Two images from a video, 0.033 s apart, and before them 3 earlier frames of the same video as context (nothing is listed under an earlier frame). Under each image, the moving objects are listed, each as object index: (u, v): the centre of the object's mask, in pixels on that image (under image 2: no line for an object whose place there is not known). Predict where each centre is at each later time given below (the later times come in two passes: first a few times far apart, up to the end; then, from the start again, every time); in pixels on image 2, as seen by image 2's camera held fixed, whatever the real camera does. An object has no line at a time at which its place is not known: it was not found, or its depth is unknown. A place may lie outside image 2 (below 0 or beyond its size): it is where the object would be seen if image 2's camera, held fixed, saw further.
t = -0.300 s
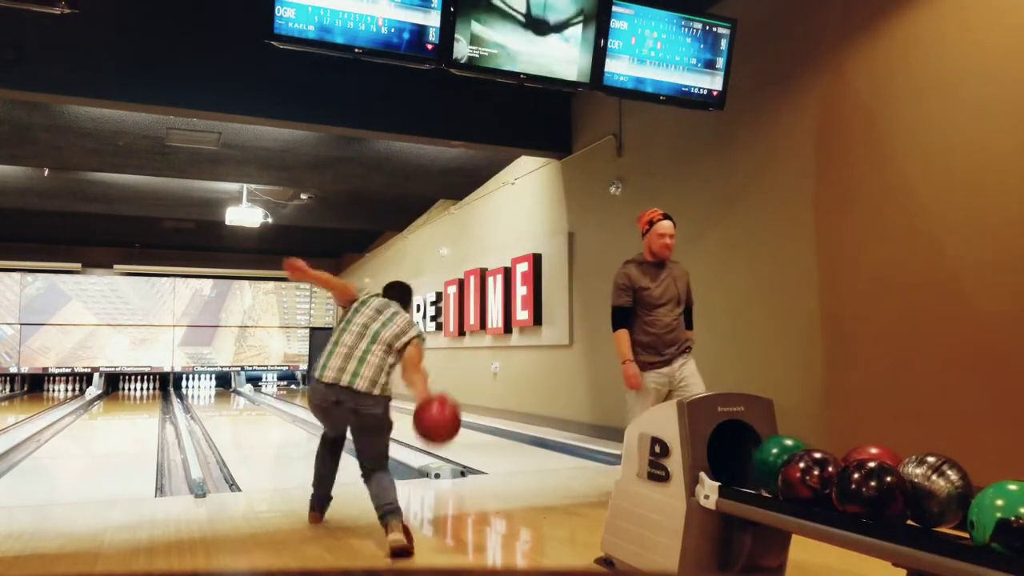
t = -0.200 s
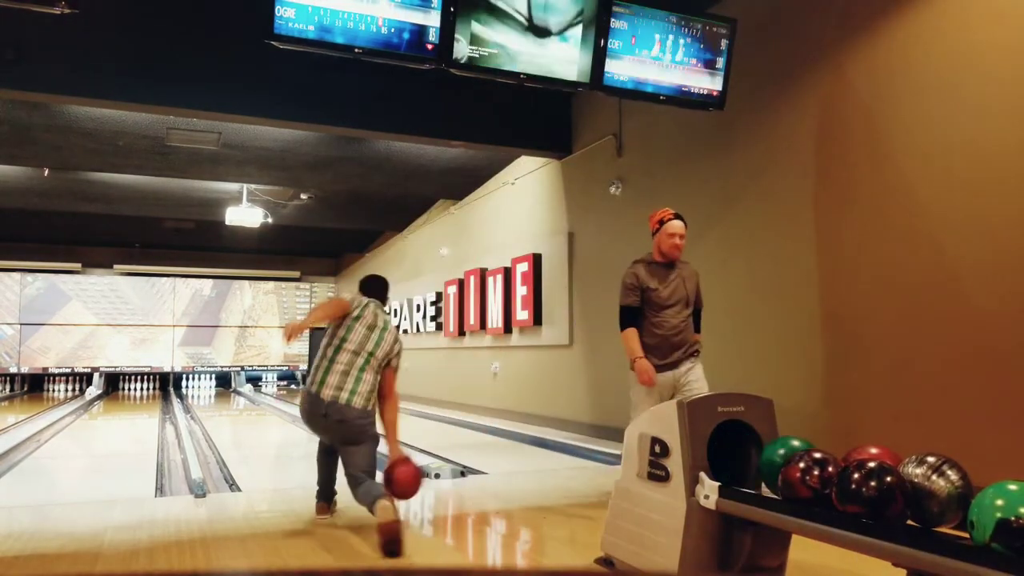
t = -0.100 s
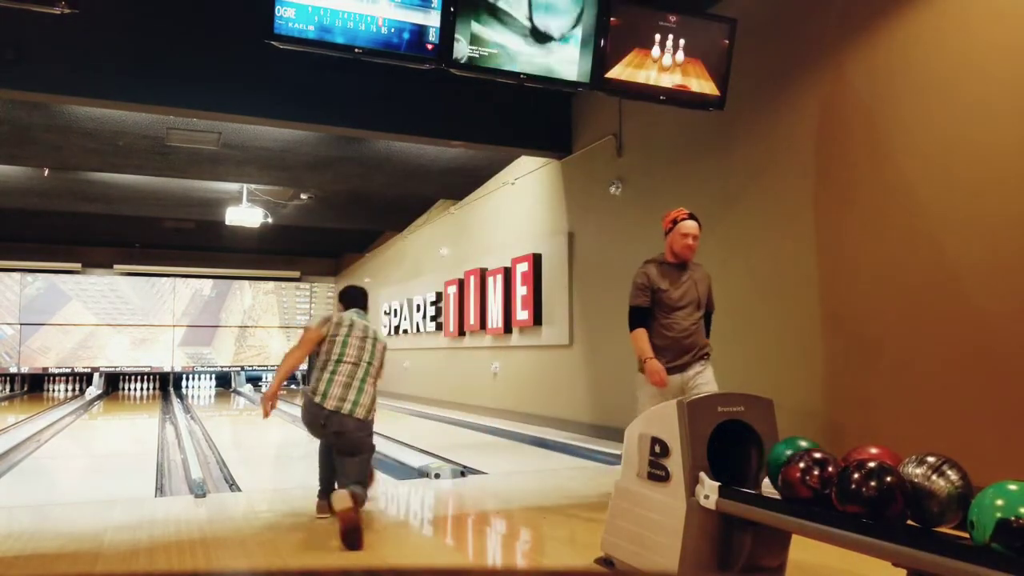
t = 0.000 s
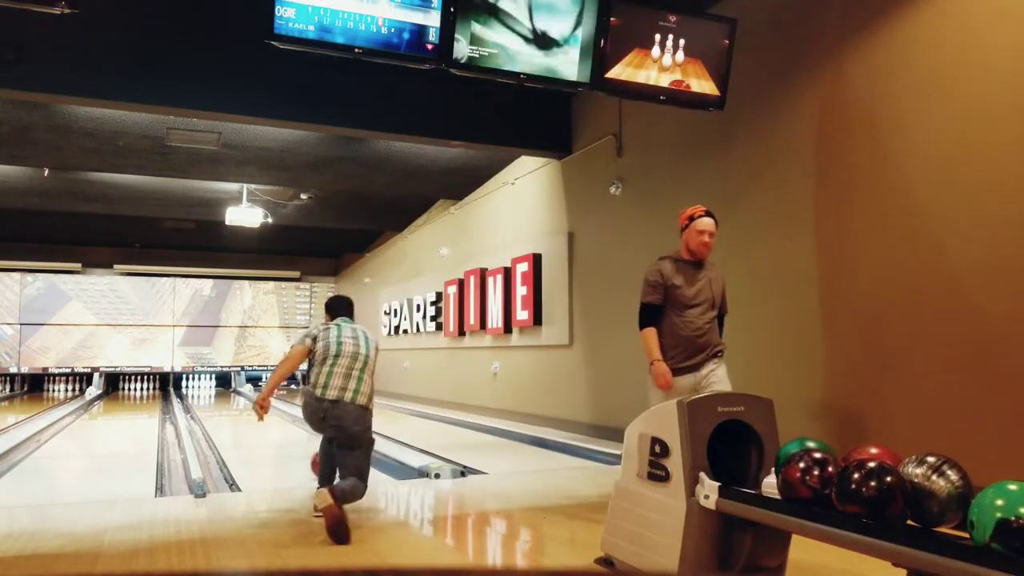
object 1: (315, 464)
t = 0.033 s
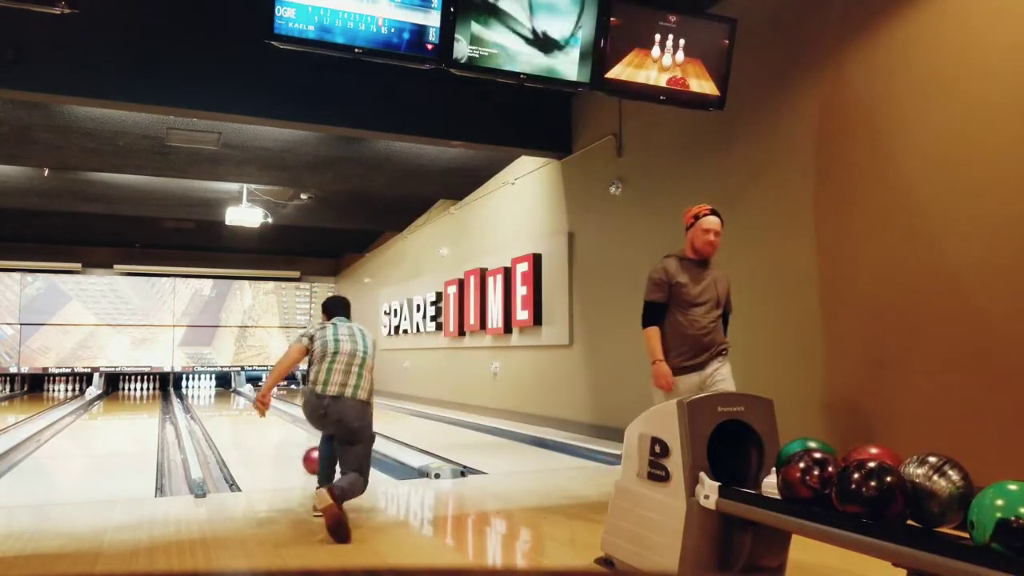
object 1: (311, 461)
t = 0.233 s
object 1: (277, 436)
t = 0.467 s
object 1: (249, 419)
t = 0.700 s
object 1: (231, 409)
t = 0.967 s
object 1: (218, 401)
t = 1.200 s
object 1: (209, 395)
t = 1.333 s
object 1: (206, 394)
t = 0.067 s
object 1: (306, 455)
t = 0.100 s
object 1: (300, 451)
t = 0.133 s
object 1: (294, 446)
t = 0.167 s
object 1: (288, 443)
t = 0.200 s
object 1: (282, 439)
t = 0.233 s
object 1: (277, 436)
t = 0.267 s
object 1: (272, 433)
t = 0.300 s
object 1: (268, 430)
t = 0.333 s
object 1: (264, 428)
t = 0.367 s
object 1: (260, 425)
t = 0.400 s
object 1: (256, 423)
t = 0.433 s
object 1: (253, 421)
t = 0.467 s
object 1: (249, 419)
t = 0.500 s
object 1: (246, 417)
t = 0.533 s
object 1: (244, 416)
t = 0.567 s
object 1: (241, 414)
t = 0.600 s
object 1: (238, 413)
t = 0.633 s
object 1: (236, 411)
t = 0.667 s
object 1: (234, 410)
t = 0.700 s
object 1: (231, 409)
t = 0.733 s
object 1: (229, 408)
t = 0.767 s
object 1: (227, 406)
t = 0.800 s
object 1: (225, 405)
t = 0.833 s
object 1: (224, 404)
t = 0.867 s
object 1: (222, 403)
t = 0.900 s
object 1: (221, 402)
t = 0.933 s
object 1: (219, 402)
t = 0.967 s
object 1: (218, 401)
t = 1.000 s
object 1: (217, 400)
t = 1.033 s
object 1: (215, 399)
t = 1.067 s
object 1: (214, 399)
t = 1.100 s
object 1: (212, 398)
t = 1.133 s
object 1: (211, 397)
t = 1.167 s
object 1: (210, 396)
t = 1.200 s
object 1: (209, 395)
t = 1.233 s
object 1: (208, 395)
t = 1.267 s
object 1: (207, 394)
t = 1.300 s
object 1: (207, 394)
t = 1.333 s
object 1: (206, 394)
